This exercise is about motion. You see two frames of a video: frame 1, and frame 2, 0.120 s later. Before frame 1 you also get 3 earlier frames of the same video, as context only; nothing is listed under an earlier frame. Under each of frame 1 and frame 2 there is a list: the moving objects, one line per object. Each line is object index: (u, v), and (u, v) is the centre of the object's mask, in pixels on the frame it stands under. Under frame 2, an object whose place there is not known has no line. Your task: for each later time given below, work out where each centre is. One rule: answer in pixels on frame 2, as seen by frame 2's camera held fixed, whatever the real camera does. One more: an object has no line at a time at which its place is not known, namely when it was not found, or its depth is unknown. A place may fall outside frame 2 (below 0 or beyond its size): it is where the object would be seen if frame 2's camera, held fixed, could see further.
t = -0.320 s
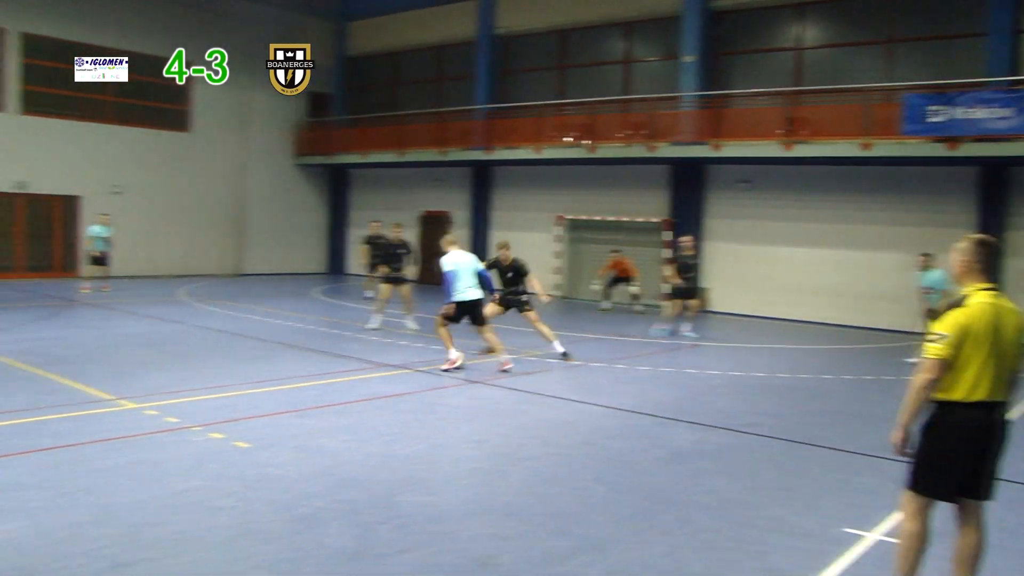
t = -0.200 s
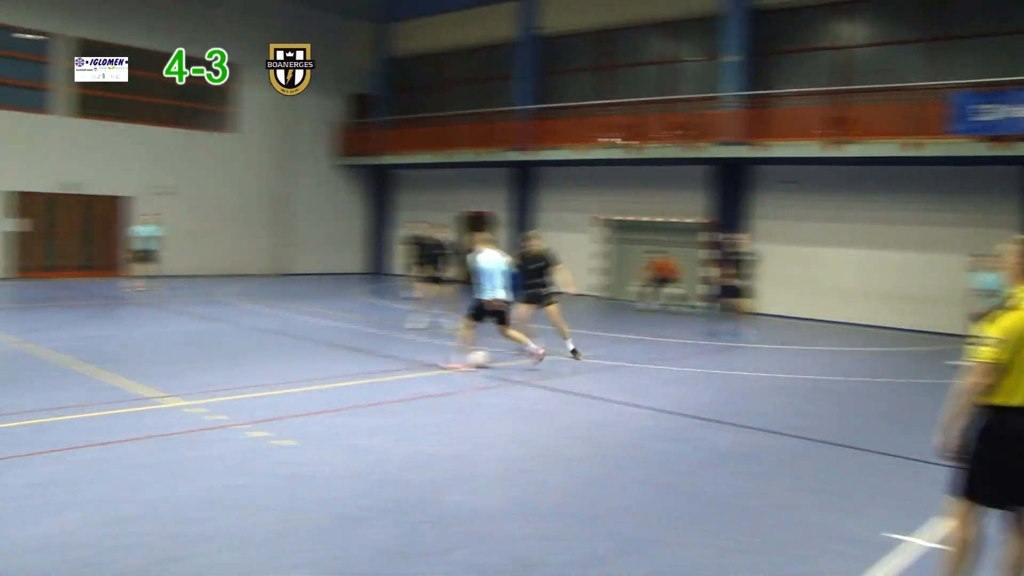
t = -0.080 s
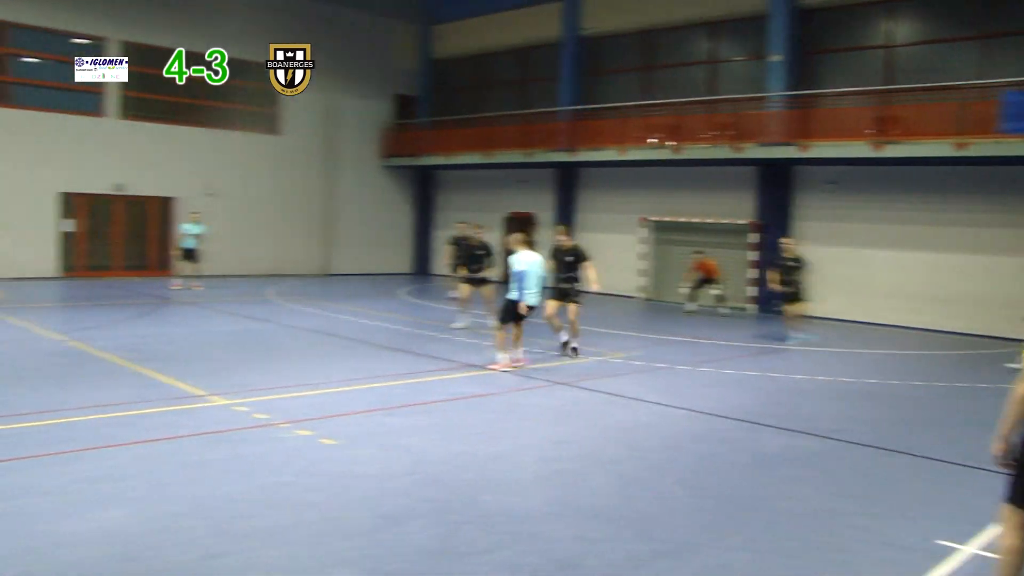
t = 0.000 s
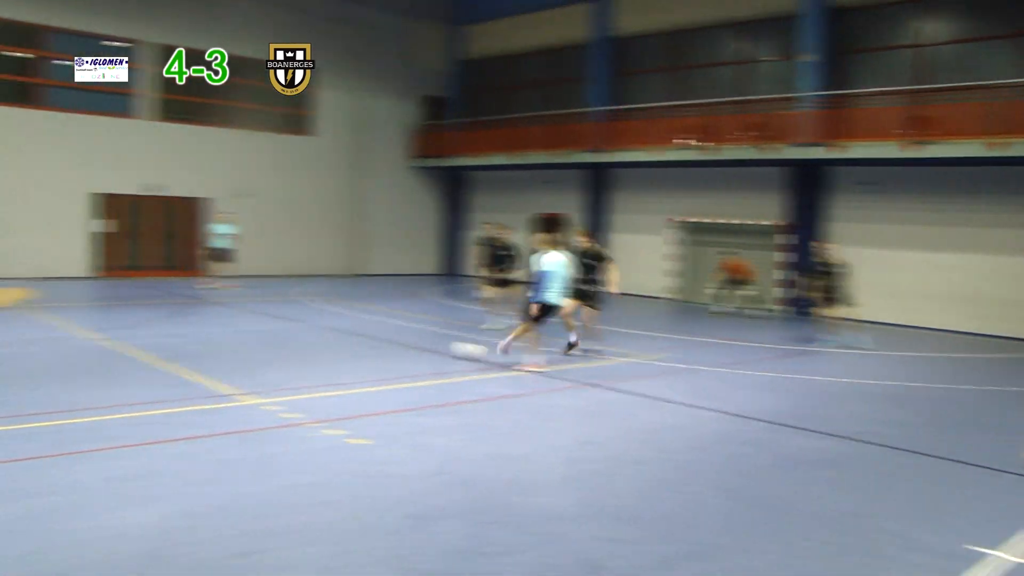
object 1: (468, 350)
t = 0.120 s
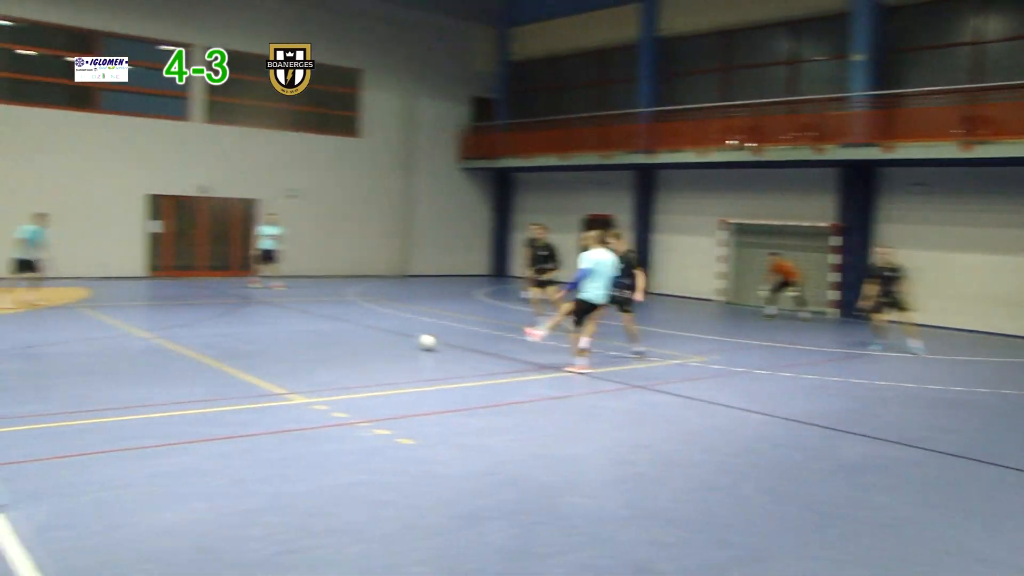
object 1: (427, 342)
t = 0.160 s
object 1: (404, 339)
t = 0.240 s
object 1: (352, 334)
